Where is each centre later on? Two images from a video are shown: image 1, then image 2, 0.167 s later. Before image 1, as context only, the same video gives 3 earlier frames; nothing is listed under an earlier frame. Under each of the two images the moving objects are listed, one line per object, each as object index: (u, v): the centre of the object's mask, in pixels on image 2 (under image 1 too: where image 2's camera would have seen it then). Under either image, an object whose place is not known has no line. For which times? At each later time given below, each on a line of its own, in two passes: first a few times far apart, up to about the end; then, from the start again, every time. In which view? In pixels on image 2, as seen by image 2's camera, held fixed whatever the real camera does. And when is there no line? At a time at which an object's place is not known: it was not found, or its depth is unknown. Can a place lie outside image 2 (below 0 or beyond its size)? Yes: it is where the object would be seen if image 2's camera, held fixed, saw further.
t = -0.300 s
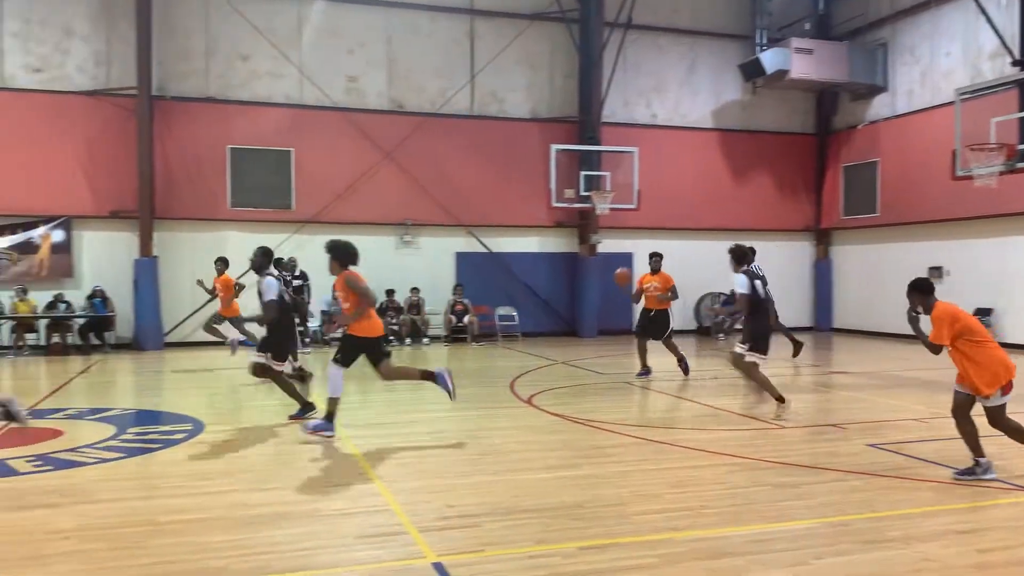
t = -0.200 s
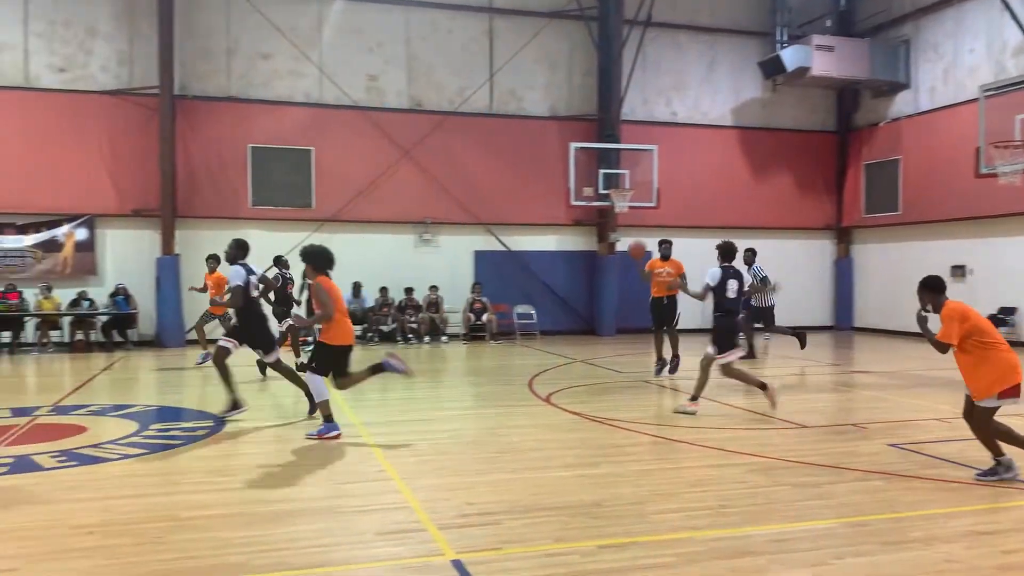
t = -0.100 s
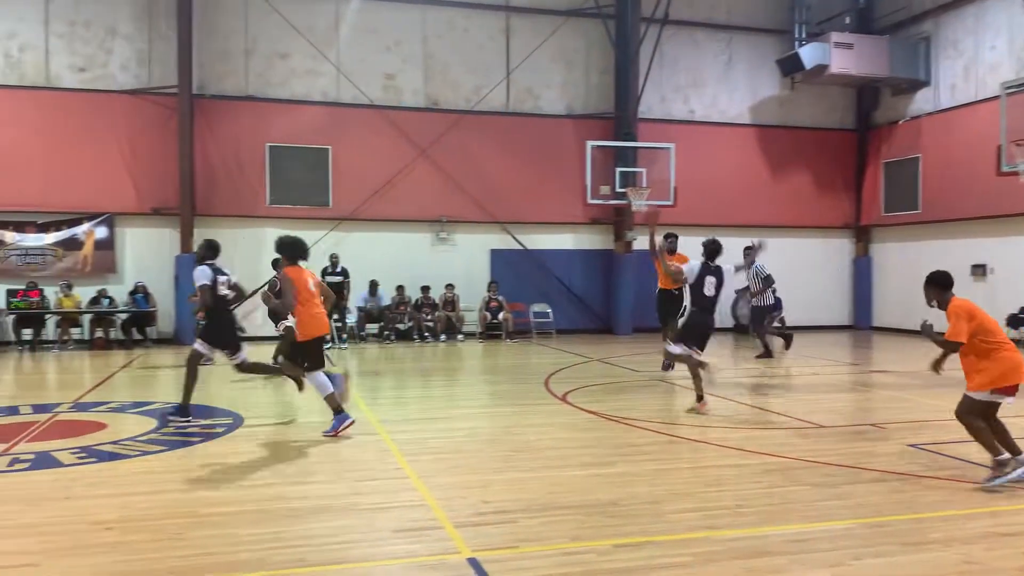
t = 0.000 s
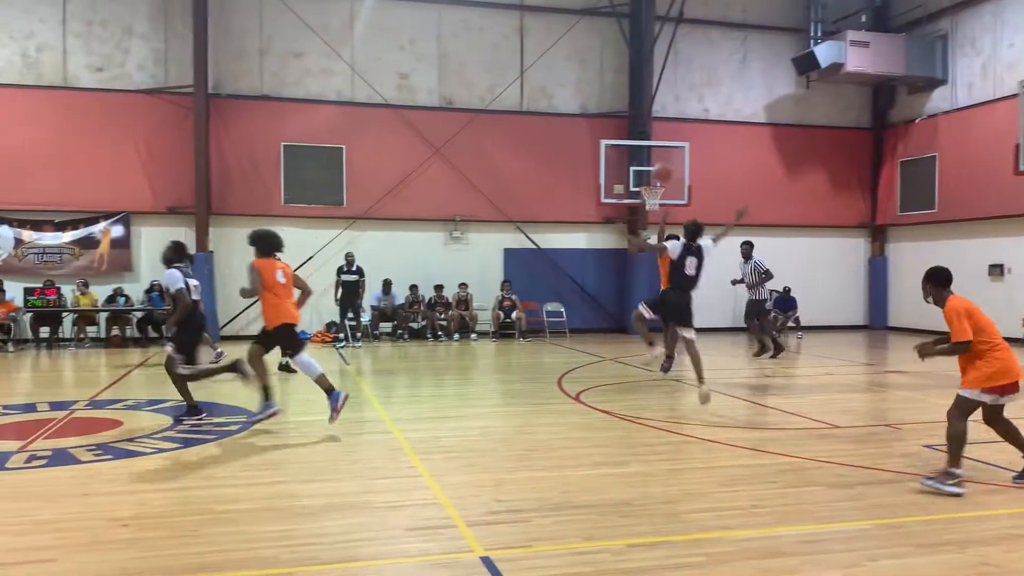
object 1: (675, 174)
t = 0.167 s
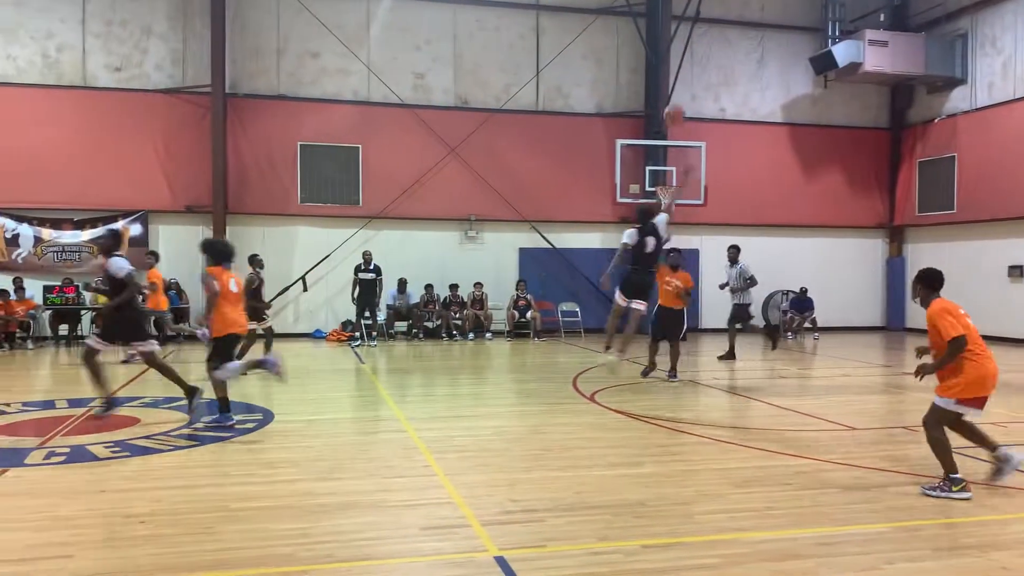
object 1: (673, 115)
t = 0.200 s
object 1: (674, 106)
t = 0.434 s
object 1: (667, 61)
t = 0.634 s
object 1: (658, 62)
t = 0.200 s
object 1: (674, 106)
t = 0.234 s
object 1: (672, 97)
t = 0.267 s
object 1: (672, 90)
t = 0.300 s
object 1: (671, 81)
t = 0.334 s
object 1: (670, 75)
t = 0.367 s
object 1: (669, 70)
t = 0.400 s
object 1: (668, 64)
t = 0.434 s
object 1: (667, 61)
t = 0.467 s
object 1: (666, 58)
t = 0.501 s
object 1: (664, 57)
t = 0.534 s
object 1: (663, 56)
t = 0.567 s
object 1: (661, 57)
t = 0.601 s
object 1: (659, 59)
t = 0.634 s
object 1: (658, 62)
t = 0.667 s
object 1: (656, 66)
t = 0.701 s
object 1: (654, 73)
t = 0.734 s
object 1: (652, 81)
